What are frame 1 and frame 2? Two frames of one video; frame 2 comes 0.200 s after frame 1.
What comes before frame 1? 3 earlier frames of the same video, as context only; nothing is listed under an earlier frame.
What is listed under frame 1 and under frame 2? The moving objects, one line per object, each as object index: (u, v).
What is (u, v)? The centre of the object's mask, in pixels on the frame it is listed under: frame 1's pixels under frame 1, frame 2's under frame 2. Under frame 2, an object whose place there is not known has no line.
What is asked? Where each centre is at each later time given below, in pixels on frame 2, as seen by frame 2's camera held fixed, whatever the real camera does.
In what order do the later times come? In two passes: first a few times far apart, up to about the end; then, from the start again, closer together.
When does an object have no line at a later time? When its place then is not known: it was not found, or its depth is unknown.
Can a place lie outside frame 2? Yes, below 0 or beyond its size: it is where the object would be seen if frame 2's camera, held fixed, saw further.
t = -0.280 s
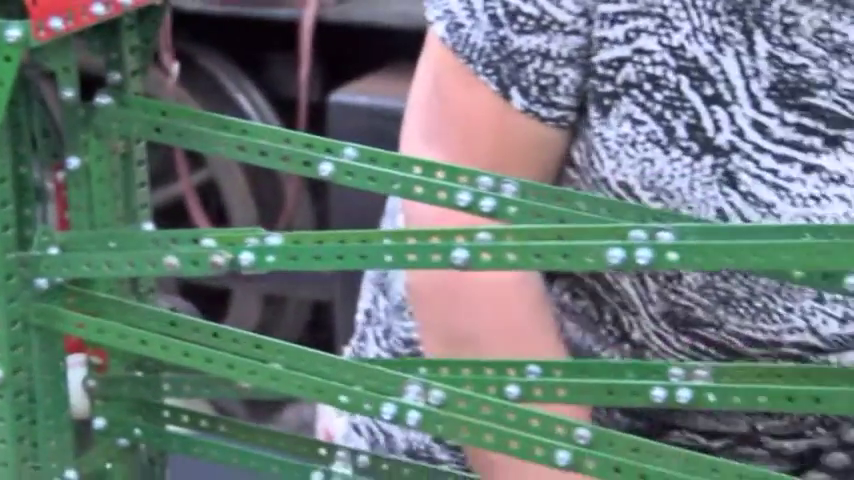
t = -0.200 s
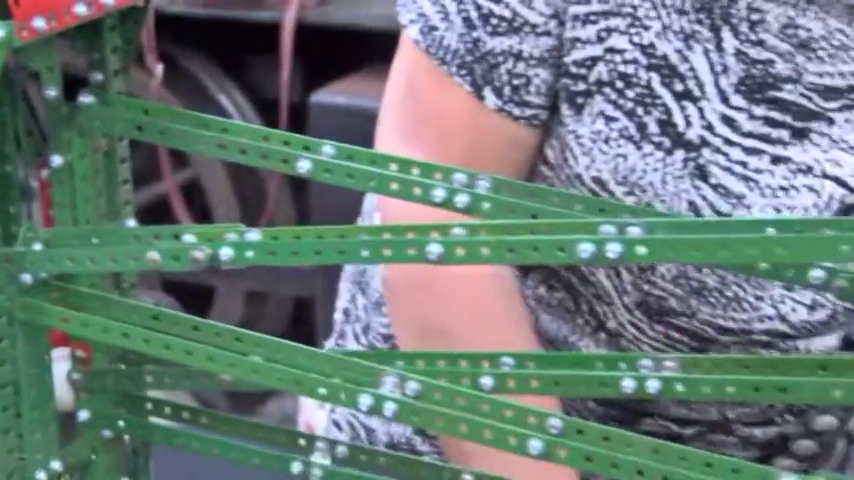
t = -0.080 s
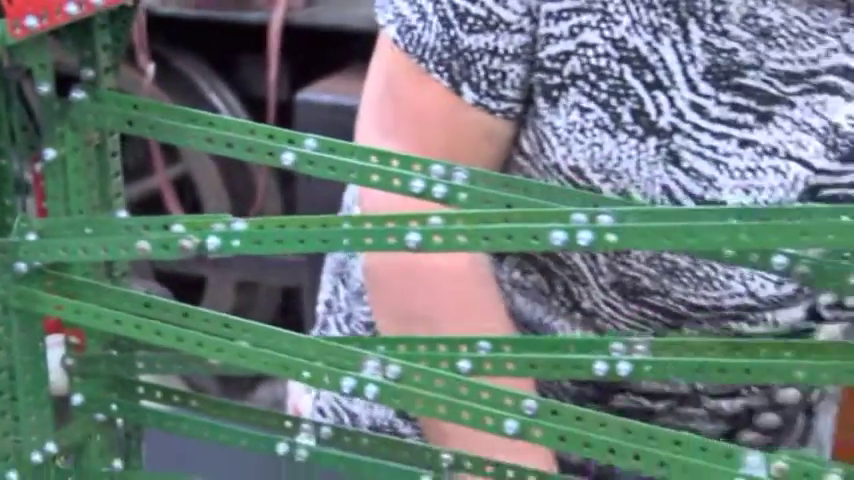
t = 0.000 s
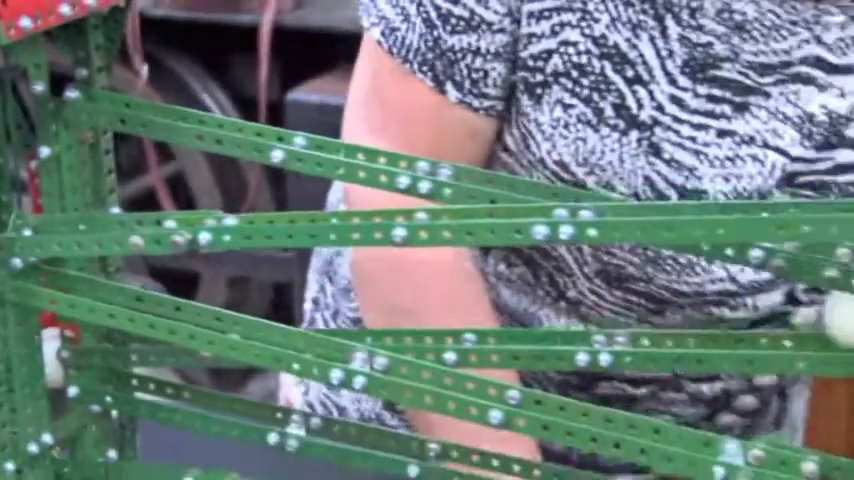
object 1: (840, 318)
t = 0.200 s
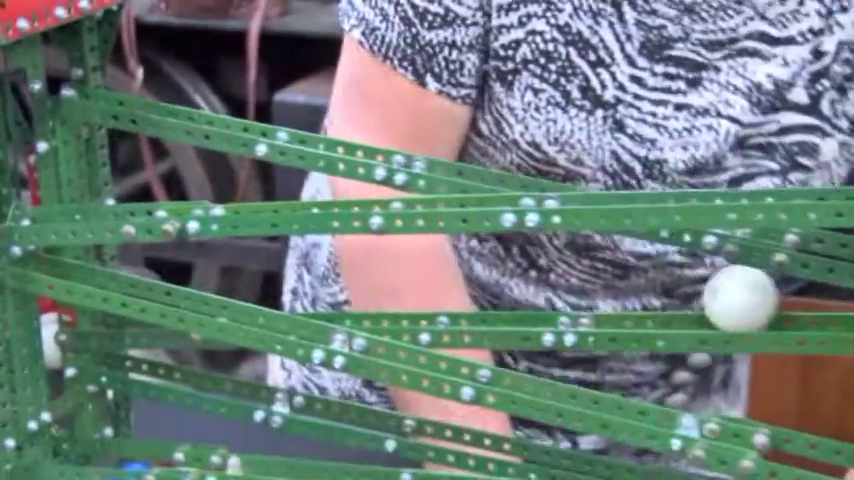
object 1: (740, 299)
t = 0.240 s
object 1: (733, 299)
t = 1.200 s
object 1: (345, 295)
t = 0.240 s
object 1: (733, 299)
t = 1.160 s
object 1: (371, 296)
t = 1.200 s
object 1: (345, 295)
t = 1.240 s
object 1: (320, 294)
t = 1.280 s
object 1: (291, 292)
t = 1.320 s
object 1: (264, 288)
